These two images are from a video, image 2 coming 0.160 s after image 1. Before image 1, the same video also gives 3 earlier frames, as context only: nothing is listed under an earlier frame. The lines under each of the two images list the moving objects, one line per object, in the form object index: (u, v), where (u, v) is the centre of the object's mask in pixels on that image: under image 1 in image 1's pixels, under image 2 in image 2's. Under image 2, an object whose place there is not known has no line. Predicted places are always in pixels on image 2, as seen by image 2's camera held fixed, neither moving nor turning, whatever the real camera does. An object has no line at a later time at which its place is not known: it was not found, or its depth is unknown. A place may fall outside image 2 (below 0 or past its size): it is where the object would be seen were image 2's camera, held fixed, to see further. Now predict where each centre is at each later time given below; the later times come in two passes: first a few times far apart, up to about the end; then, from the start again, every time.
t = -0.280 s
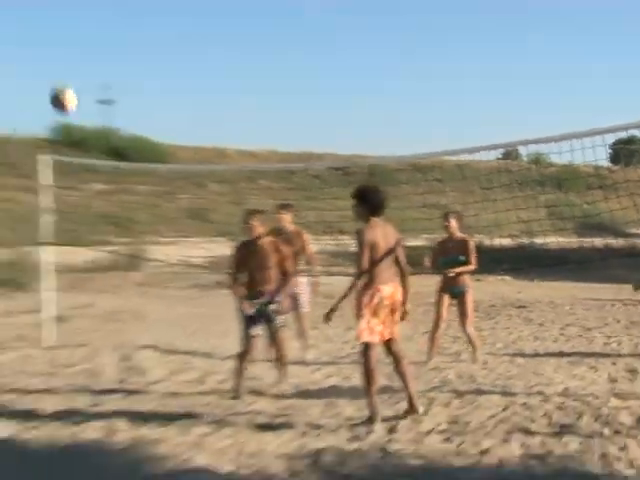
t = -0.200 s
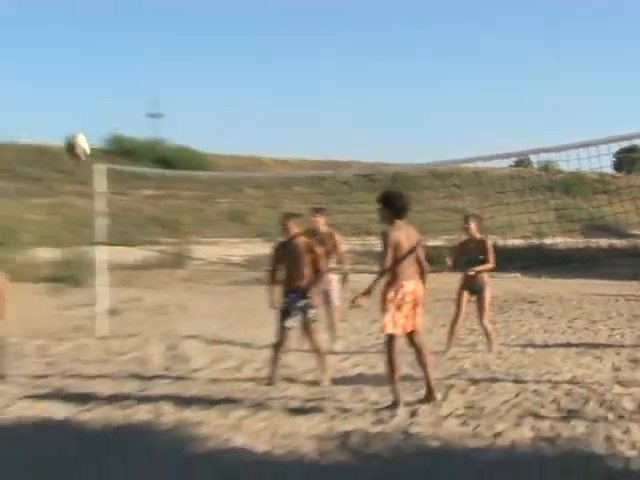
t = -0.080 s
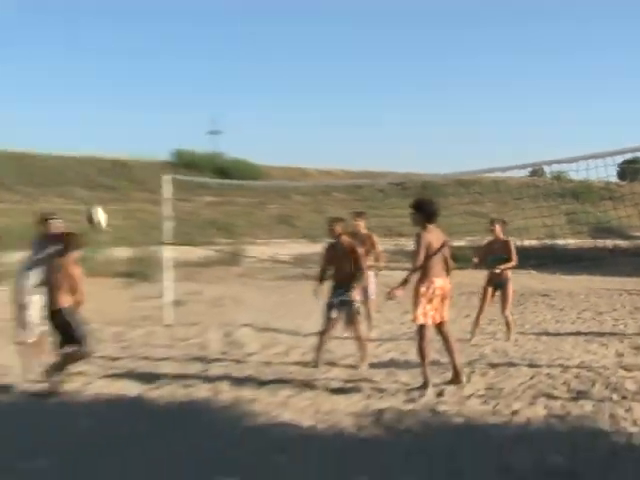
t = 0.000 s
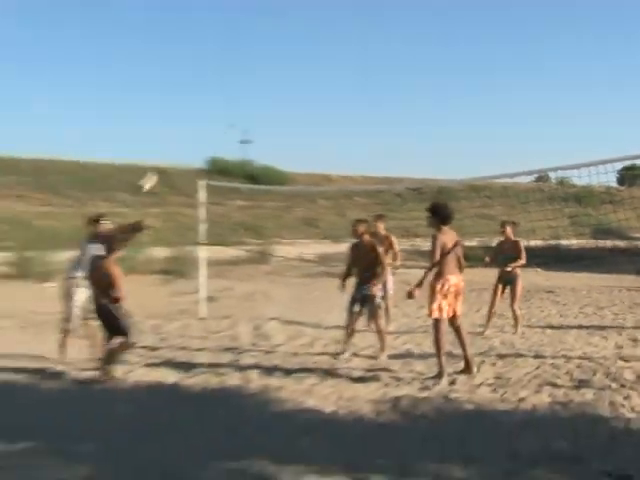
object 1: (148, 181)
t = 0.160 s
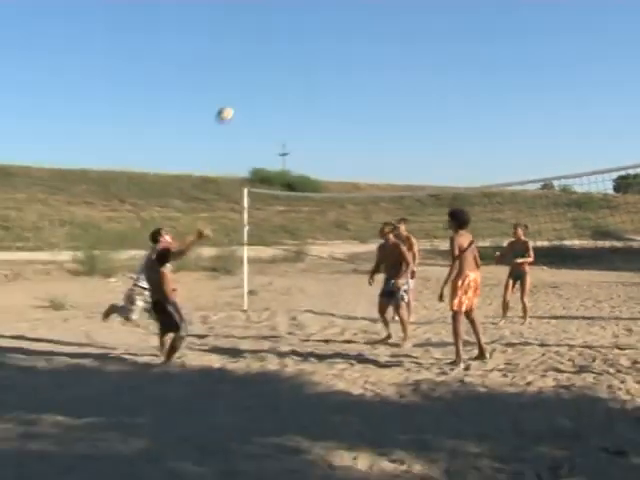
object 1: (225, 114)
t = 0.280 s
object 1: (246, 76)
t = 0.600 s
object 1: (290, 25)
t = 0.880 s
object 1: (323, 39)
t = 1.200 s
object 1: (354, 106)
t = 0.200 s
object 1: (232, 98)
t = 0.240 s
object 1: (239, 86)
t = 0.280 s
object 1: (246, 76)
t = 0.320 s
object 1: (253, 64)
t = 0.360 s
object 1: (259, 55)
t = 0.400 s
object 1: (265, 47)
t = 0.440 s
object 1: (270, 40)
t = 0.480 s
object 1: (275, 34)
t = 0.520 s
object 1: (280, 31)
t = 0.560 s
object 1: (286, 28)
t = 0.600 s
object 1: (290, 25)
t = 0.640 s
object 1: (295, 24)
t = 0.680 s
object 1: (300, 24)
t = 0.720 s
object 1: (305, 25)
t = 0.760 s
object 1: (309, 28)
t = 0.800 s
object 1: (314, 30)
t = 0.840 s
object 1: (319, 35)
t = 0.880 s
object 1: (323, 39)
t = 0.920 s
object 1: (327, 44)
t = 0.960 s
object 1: (331, 51)
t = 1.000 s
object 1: (335, 59)
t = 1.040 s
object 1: (339, 66)
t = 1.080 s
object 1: (343, 75)
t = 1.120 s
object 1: (347, 84)
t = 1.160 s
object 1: (350, 94)
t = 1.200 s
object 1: (354, 106)
